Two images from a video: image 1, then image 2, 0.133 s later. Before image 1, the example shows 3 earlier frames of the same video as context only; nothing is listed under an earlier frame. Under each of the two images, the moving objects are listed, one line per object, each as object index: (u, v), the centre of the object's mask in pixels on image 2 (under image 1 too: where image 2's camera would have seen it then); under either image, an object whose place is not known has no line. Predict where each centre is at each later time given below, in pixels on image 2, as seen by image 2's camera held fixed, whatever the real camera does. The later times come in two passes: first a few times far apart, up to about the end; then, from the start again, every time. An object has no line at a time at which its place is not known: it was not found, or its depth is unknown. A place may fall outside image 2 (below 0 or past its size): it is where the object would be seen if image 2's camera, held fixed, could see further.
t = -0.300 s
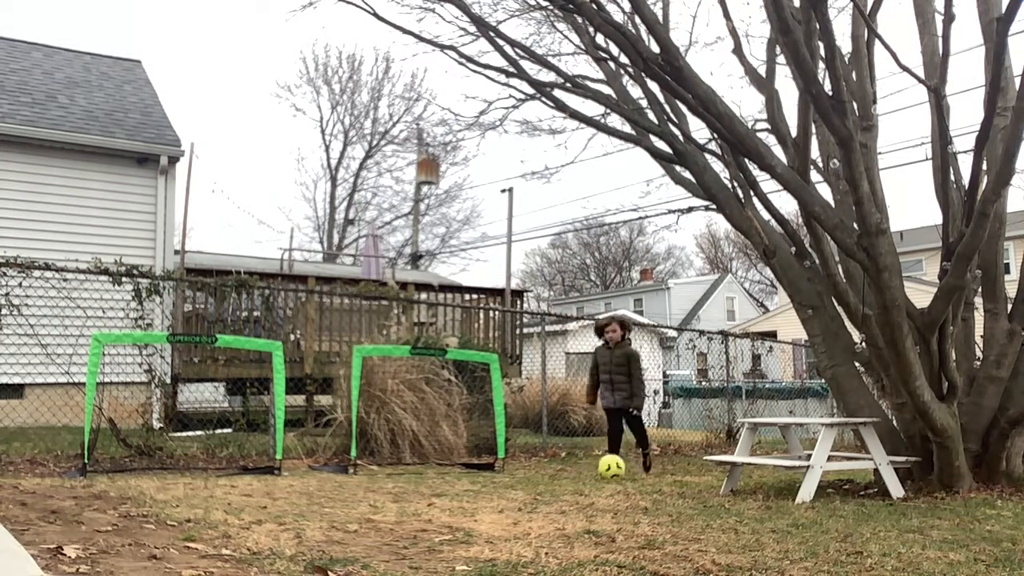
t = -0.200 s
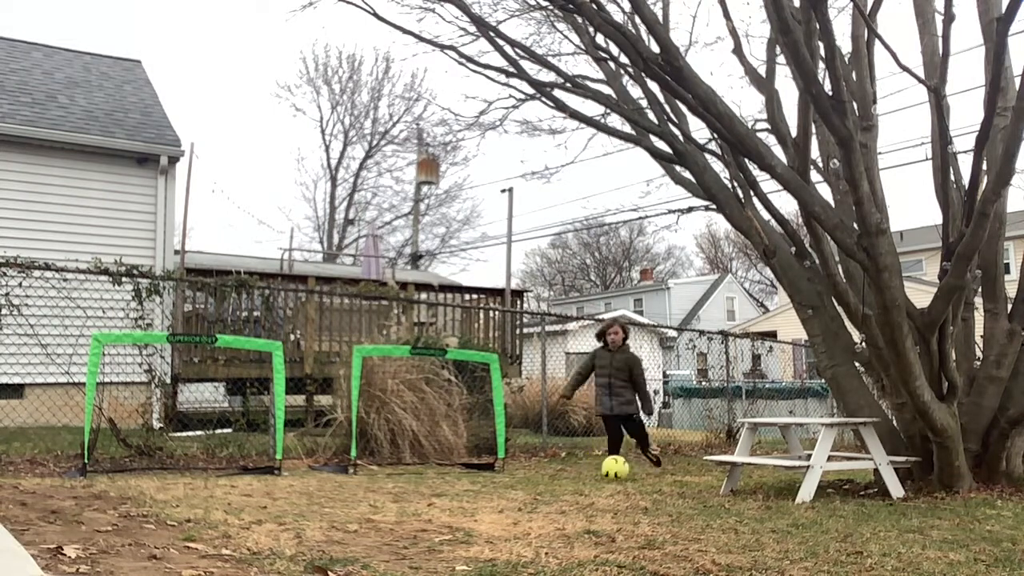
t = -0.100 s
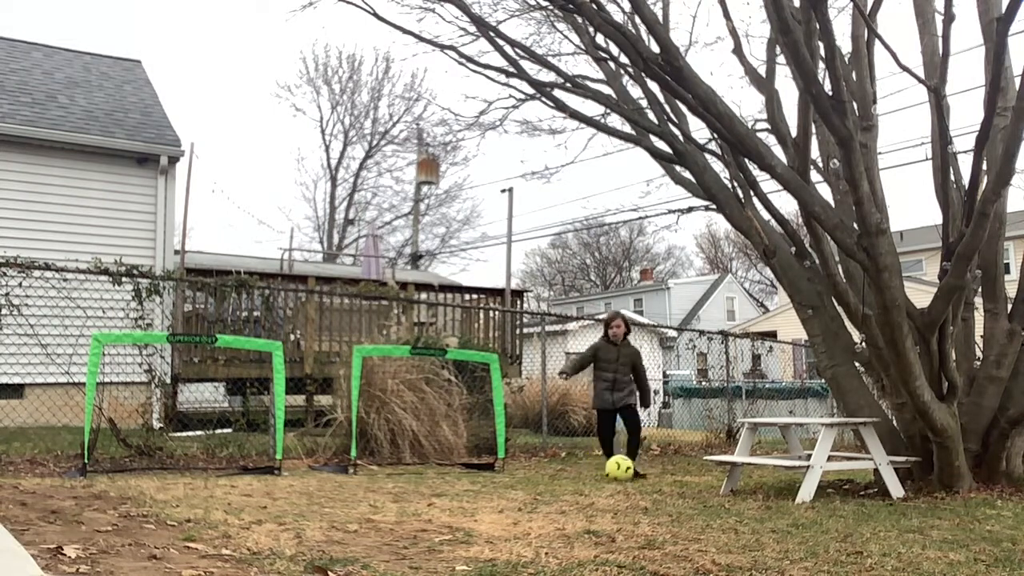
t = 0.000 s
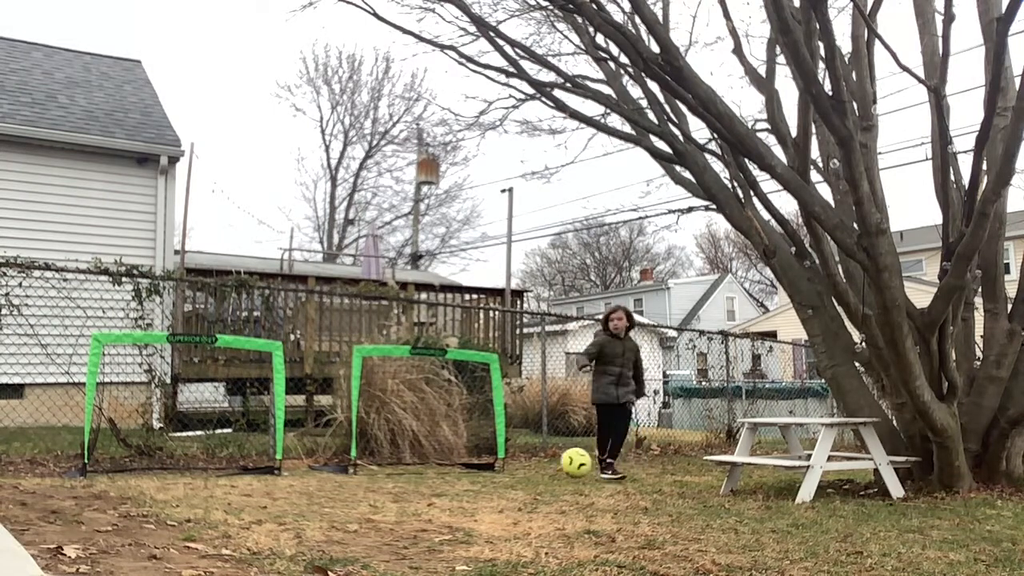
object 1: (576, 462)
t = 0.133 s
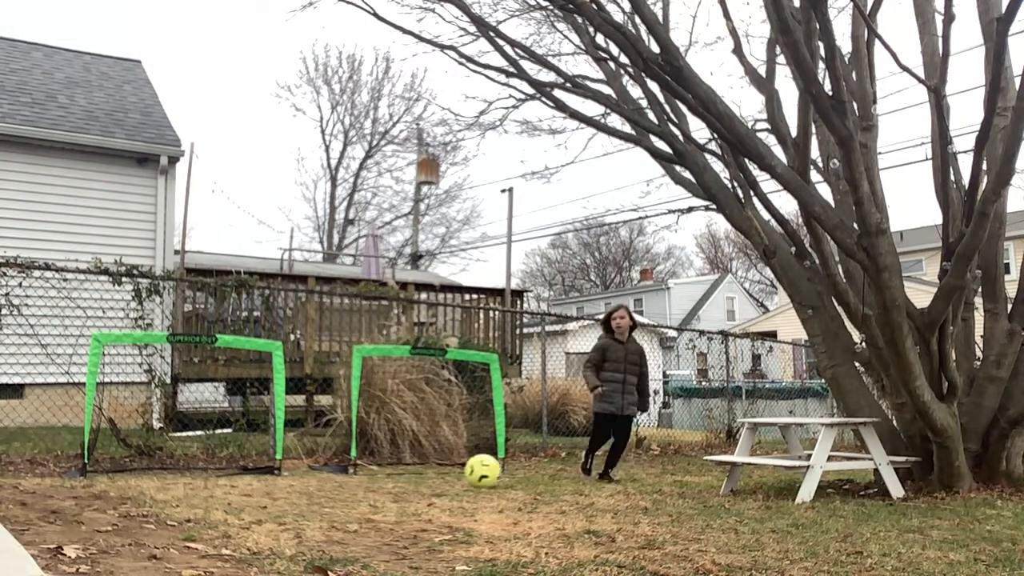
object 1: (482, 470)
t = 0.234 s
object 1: (405, 468)
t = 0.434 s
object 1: (222, 459)
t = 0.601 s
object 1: (39, 456)
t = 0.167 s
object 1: (457, 471)
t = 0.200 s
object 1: (431, 470)
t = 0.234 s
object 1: (405, 468)
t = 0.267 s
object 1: (376, 467)
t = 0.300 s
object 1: (345, 469)
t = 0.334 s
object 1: (311, 473)
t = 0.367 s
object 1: (281, 471)
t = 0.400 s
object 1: (252, 463)
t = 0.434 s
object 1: (222, 459)
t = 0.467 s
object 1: (189, 457)
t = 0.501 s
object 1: (153, 458)
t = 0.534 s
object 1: (113, 463)
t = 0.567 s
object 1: (73, 468)
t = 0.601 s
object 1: (39, 456)
